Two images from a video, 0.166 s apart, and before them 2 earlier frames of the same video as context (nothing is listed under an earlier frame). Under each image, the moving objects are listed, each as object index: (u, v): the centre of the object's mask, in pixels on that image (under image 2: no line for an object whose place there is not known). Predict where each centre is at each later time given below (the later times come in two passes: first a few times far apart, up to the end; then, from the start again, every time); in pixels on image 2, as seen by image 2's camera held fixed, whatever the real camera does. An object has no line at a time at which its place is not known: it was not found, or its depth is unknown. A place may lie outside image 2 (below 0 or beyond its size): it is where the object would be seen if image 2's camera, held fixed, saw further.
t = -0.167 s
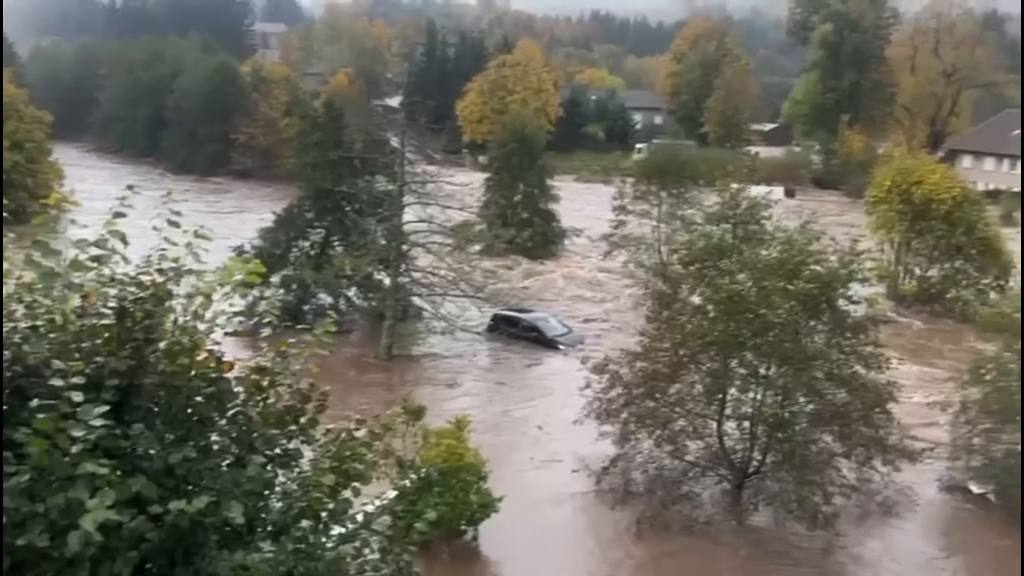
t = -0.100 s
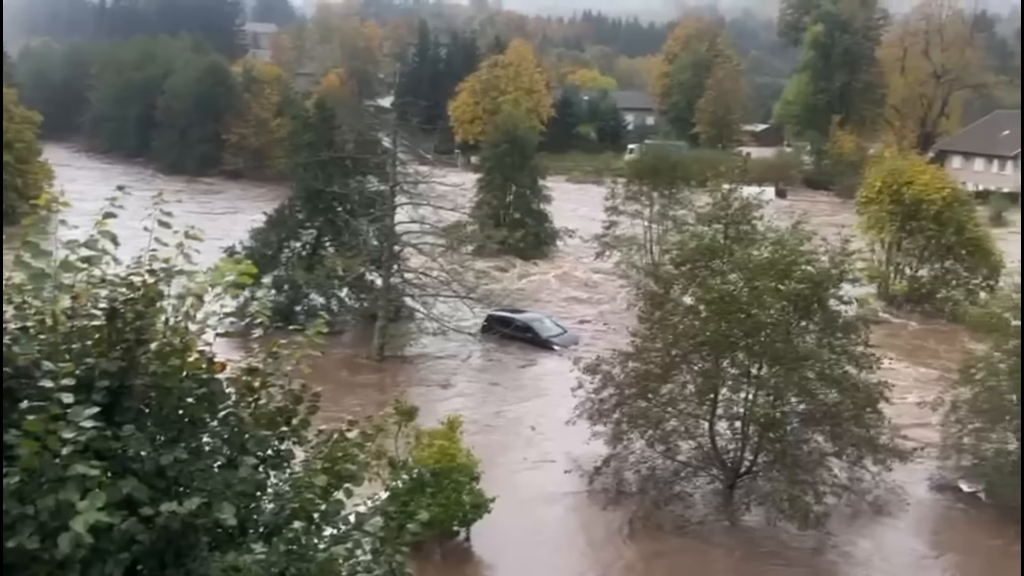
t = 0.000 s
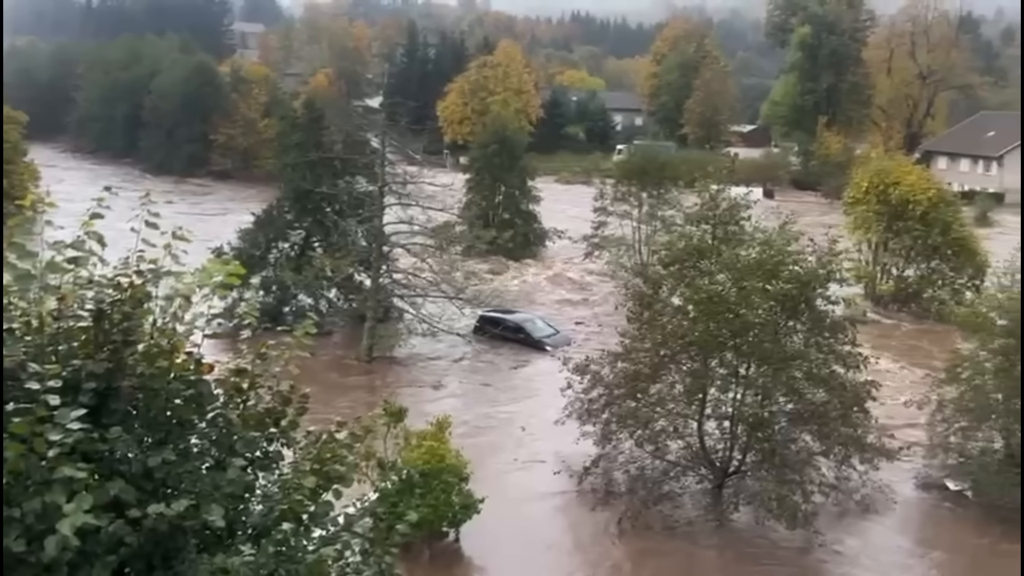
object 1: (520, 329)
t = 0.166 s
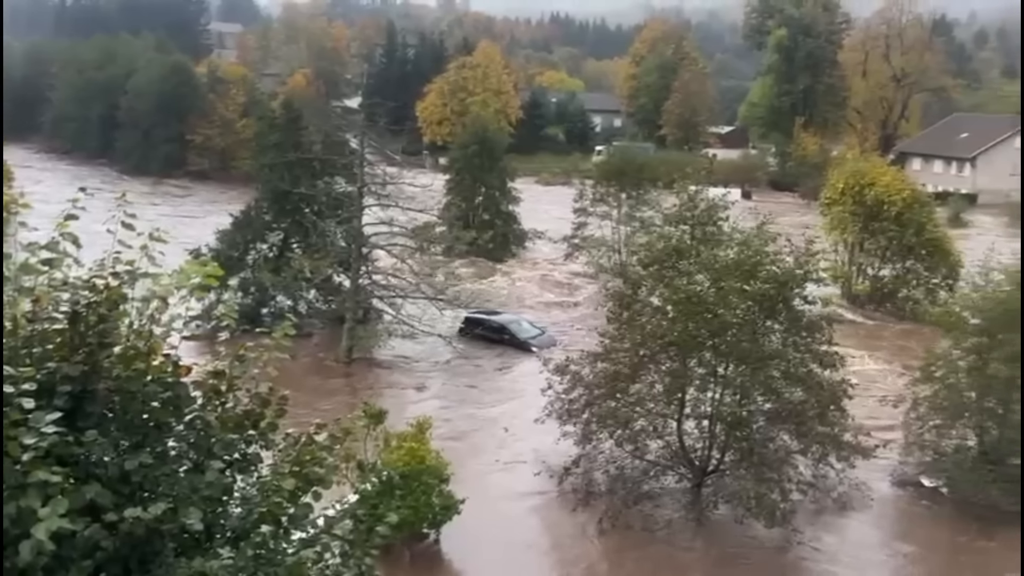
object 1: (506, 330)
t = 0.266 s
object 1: (509, 330)
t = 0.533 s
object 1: (518, 331)
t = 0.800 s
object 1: (526, 333)
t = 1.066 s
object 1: (534, 334)
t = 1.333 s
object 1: (542, 335)
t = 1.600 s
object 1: (549, 337)
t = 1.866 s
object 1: (555, 338)
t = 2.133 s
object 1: (561, 338)
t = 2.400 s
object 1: (566, 338)
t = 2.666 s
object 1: (571, 337)
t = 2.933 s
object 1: (575, 337)
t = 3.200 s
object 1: (579, 338)
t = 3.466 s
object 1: (585, 339)
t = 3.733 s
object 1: (589, 340)
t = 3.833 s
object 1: (590, 341)
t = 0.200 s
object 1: (506, 330)
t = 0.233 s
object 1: (508, 330)
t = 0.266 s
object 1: (509, 330)
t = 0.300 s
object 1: (510, 331)
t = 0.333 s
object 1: (511, 331)
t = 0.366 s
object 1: (512, 331)
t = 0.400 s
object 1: (513, 331)
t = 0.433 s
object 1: (514, 331)
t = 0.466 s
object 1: (515, 331)
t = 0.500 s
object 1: (516, 332)
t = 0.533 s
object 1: (518, 331)
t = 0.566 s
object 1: (519, 332)
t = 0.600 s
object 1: (520, 332)
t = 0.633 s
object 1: (520, 332)
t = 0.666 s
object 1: (521, 332)
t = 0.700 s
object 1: (522, 332)
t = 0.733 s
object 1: (524, 333)
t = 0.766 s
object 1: (525, 333)
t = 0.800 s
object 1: (526, 333)
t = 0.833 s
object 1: (527, 333)
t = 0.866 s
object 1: (528, 333)
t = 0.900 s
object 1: (529, 333)
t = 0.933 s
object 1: (530, 333)
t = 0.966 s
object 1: (531, 334)
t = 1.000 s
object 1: (532, 334)
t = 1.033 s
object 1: (533, 334)
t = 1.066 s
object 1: (534, 334)
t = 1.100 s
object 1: (535, 334)
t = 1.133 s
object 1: (537, 335)
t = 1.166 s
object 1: (537, 335)
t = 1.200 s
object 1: (538, 335)
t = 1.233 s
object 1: (539, 335)
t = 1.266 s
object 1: (540, 335)
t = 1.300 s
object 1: (541, 335)
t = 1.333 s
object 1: (542, 335)
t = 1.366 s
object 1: (543, 336)
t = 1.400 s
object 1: (544, 336)
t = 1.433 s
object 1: (545, 336)
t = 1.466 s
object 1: (546, 336)
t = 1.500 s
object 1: (546, 336)
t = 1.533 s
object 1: (547, 336)
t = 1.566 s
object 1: (549, 337)
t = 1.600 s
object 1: (549, 337)
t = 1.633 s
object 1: (549, 337)
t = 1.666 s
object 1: (550, 337)
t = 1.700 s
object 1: (551, 337)
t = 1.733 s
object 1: (552, 337)
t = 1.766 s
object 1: (553, 337)
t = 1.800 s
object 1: (553, 337)
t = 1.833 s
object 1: (554, 337)
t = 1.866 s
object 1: (555, 338)
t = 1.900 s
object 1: (556, 338)
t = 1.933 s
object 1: (557, 338)
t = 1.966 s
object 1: (558, 338)
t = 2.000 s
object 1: (559, 338)
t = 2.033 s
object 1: (559, 338)
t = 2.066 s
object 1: (560, 338)
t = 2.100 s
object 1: (560, 338)
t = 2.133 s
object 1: (561, 338)
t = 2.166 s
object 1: (562, 338)
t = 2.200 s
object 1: (562, 338)
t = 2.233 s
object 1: (562, 338)
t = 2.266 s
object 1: (563, 338)
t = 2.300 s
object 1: (564, 338)
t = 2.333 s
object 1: (565, 338)
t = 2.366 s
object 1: (565, 338)
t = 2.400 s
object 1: (566, 338)
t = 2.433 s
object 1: (566, 338)
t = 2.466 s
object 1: (567, 338)
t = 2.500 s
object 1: (567, 338)
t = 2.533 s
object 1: (568, 338)
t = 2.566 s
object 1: (569, 338)
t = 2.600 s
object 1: (569, 338)
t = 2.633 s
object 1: (570, 337)
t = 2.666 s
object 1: (571, 337)
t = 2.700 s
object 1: (571, 337)
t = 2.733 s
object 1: (572, 337)
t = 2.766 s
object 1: (572, 337)
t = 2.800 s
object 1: (571, 337)
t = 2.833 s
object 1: (572, 337)
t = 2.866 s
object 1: (573, 337)
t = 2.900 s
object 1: (574, 337)
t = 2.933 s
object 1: (575, 337)
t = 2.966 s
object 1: (576, 338)
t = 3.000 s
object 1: (576, 338)
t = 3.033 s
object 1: (577, 338)
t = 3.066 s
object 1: (578, 338)
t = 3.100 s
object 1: (577, 338)
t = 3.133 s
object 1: (578, 338)
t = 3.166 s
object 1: (579, 338)
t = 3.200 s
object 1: (579, 338)
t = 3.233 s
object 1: (579, 338)
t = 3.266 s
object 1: (580, 338)
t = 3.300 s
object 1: (582, 338)
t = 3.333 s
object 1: (583, 338)
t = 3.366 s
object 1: (584, 338)
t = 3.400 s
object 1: (583, 338)
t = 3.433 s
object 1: (584, 339)
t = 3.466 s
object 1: (585, 339)
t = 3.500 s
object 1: (585, 339)
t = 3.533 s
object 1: (585, 339)
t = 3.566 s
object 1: (586, 339)
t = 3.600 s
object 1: (587, 339)
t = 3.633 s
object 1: (587, 339)
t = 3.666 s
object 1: (588, 339)
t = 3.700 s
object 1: (588, 340)
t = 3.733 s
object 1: (589, 340)
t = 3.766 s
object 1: (589, 340)
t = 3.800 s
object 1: (590, 340)
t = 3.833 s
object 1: (590, 341)
